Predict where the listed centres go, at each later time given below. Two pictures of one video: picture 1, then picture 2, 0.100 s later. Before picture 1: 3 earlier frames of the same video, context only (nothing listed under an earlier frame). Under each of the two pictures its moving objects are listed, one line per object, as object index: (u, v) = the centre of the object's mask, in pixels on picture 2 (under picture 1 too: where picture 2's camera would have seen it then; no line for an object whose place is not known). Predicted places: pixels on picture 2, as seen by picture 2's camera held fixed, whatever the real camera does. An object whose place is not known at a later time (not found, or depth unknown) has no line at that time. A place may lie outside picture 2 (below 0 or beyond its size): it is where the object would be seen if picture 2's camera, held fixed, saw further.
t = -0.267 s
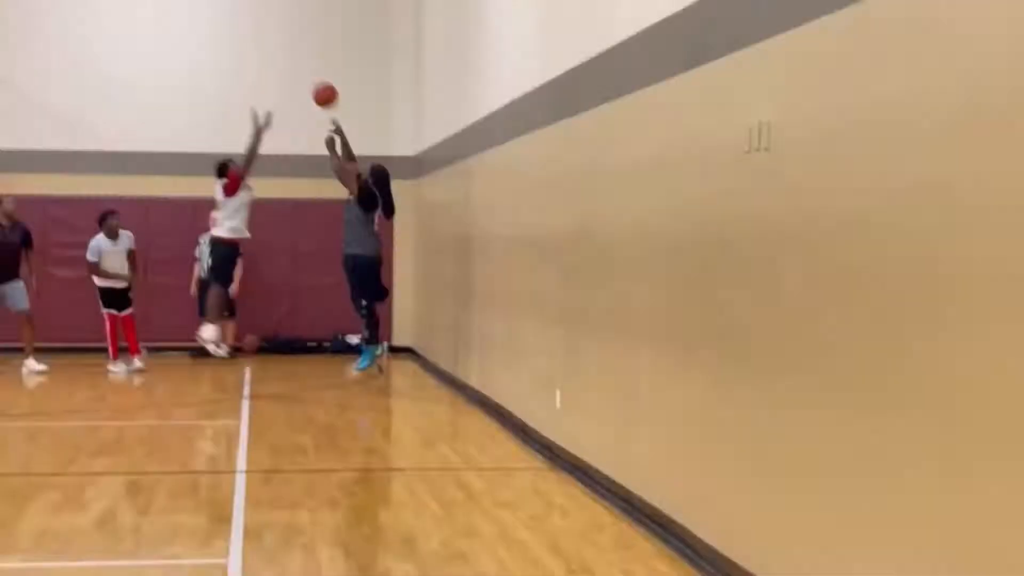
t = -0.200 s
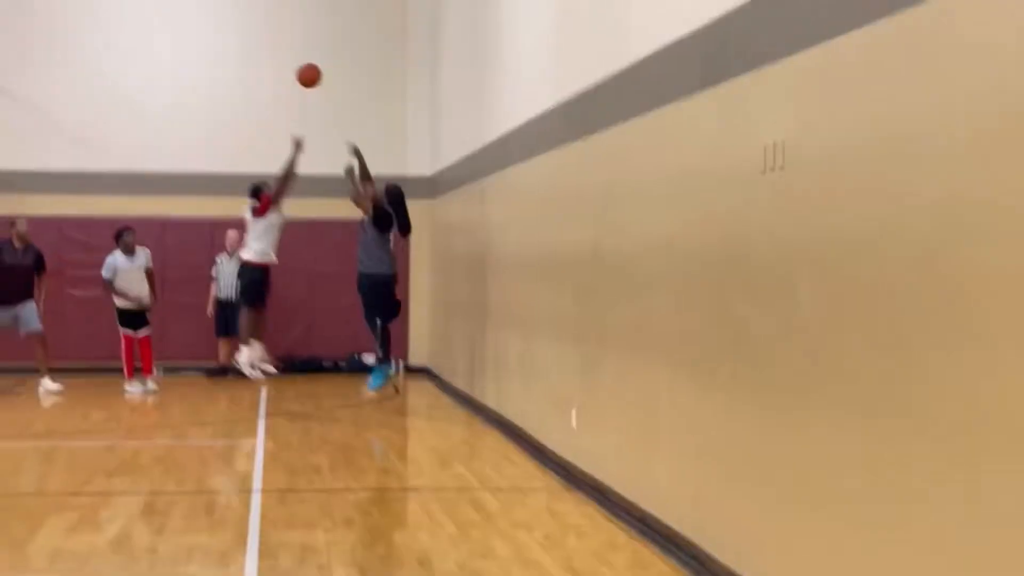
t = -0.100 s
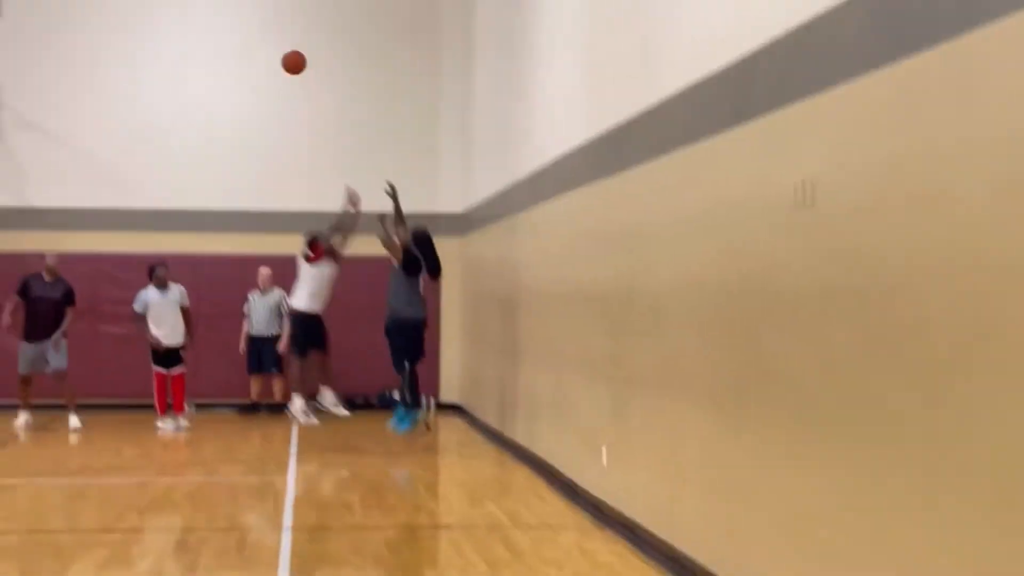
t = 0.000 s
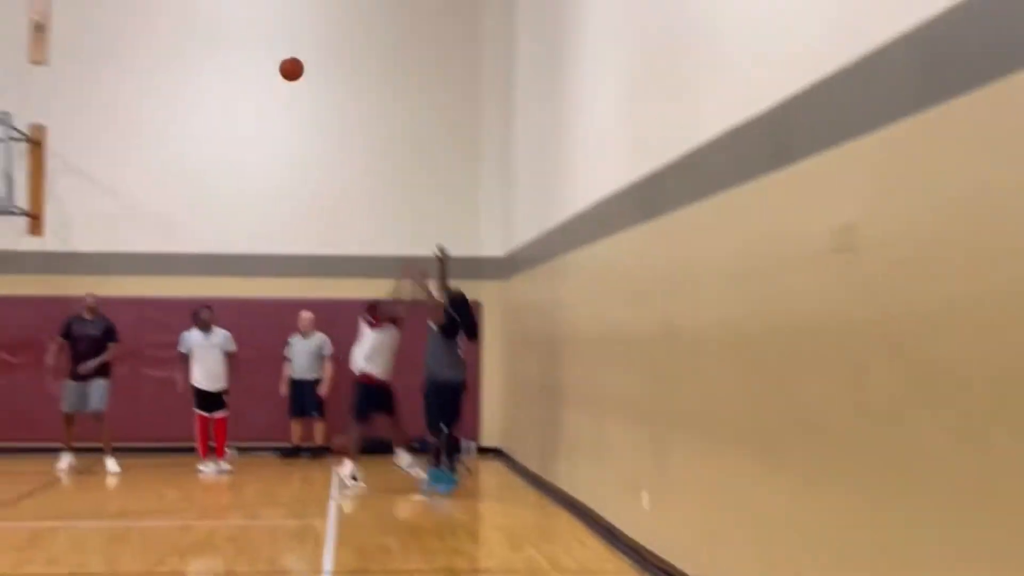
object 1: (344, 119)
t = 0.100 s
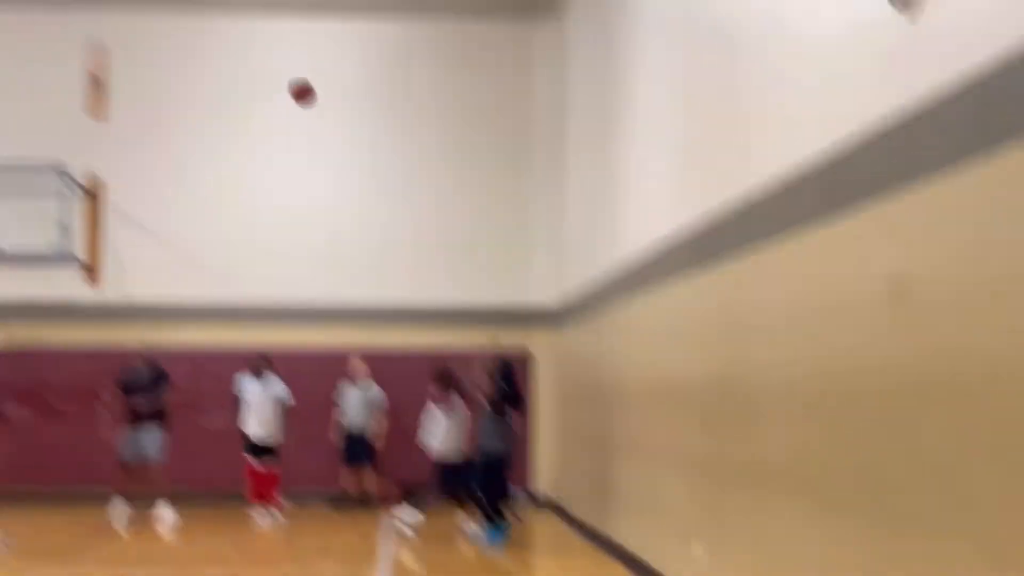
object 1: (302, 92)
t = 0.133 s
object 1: (288, 85)
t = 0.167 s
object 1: (275, 79)
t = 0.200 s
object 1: (261, 74)
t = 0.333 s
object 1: (209, 66)
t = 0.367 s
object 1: (196, 66)
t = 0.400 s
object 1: (183, 68)
